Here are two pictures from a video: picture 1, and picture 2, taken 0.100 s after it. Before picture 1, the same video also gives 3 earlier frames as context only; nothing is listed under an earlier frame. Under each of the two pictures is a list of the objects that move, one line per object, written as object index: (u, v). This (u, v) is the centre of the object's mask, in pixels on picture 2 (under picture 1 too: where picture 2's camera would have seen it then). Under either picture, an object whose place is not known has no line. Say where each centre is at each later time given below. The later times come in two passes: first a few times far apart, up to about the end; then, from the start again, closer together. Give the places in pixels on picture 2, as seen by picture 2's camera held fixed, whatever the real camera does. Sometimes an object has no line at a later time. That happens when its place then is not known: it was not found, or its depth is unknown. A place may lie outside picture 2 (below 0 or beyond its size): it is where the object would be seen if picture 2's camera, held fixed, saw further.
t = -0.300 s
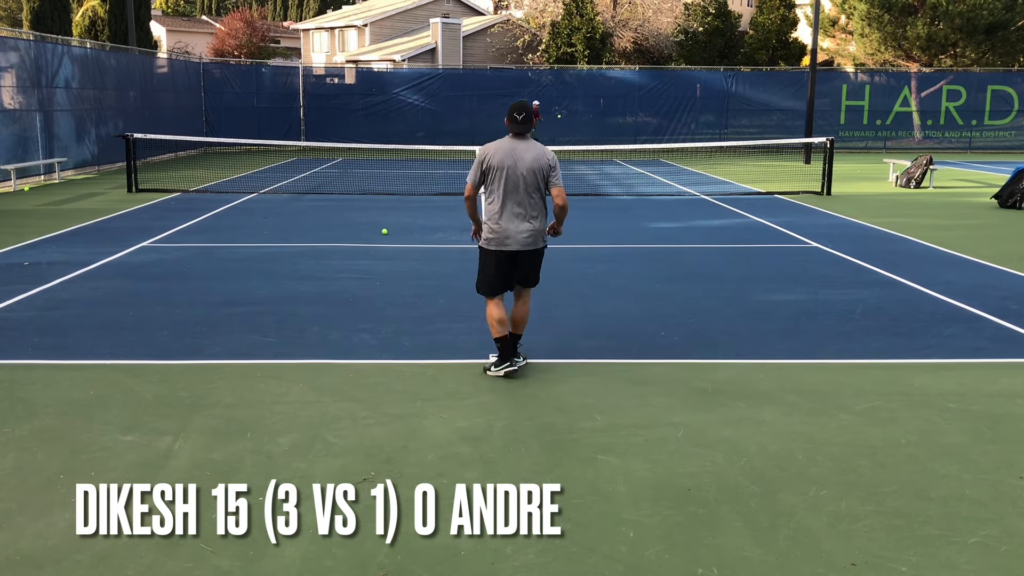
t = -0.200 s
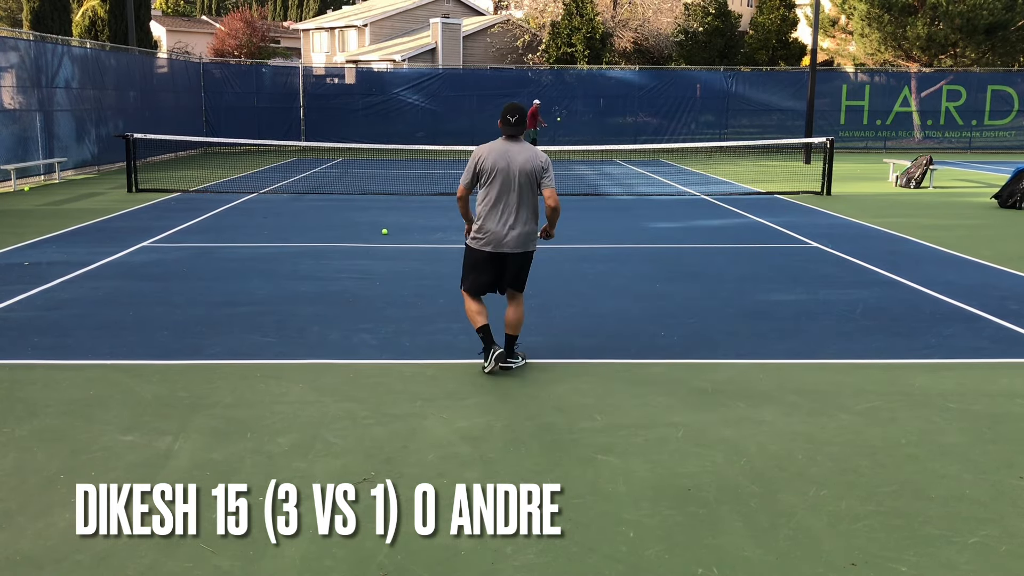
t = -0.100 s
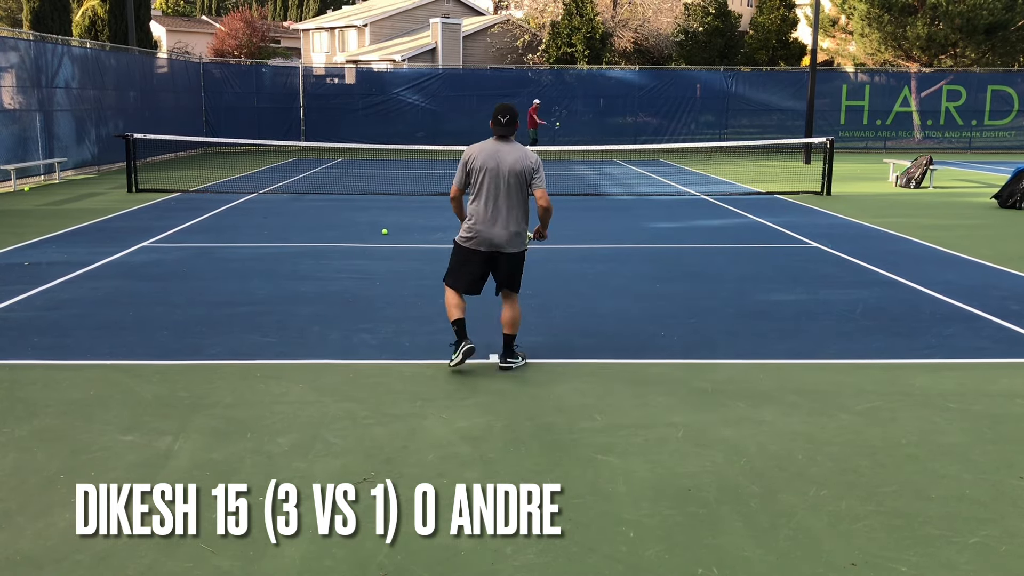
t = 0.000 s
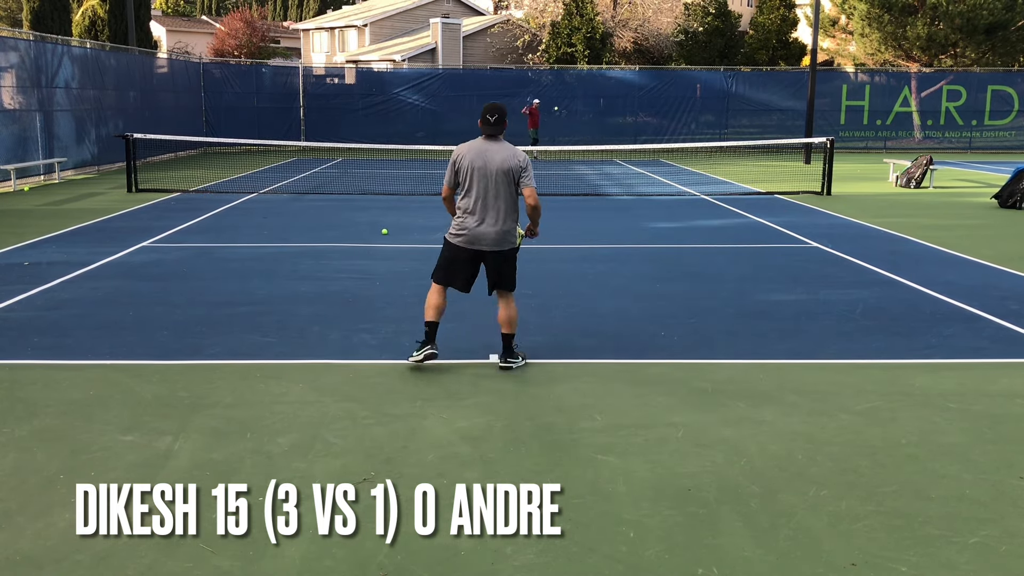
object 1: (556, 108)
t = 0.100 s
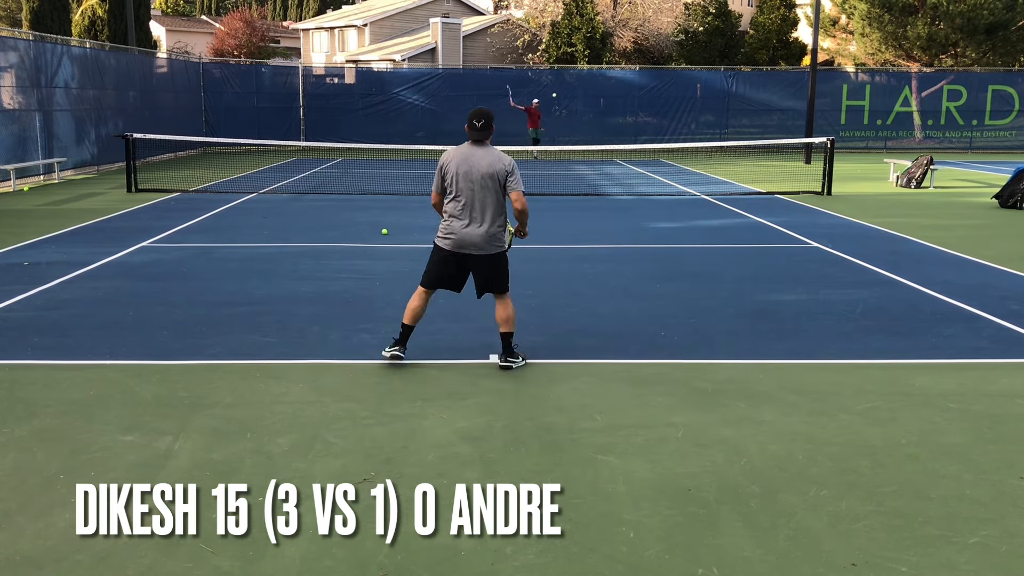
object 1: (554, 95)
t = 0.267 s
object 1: (551, 79)
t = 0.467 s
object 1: (550, 77)
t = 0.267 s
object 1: (551, 79)
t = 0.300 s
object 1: (551, 78)
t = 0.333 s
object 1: (551, 76)
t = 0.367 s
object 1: (550, 76)
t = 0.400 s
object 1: (550, 75)
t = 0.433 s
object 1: (550, 76)
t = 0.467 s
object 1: (550, 77)
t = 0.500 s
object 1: (549, 78)
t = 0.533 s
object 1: (549, 81)
